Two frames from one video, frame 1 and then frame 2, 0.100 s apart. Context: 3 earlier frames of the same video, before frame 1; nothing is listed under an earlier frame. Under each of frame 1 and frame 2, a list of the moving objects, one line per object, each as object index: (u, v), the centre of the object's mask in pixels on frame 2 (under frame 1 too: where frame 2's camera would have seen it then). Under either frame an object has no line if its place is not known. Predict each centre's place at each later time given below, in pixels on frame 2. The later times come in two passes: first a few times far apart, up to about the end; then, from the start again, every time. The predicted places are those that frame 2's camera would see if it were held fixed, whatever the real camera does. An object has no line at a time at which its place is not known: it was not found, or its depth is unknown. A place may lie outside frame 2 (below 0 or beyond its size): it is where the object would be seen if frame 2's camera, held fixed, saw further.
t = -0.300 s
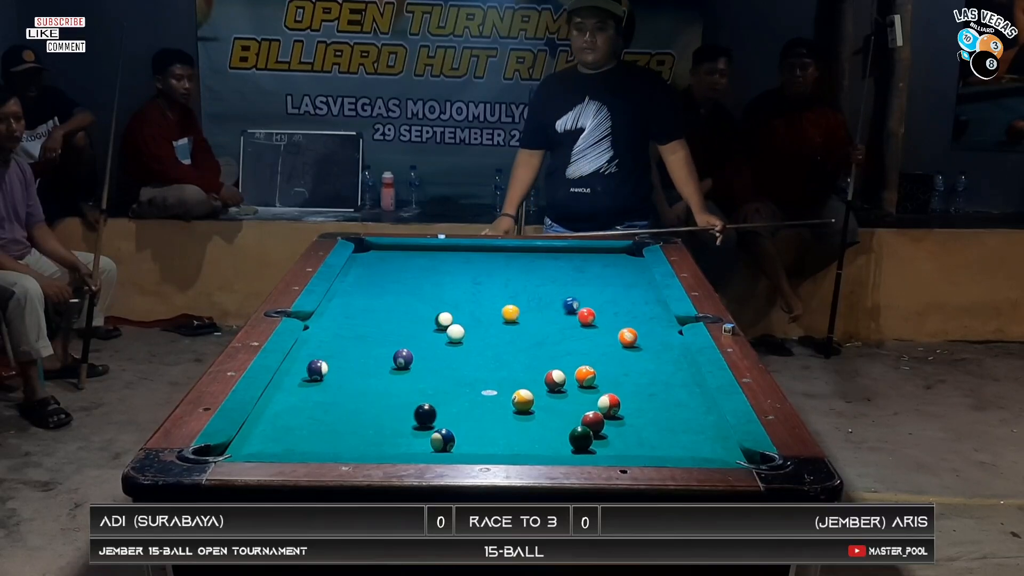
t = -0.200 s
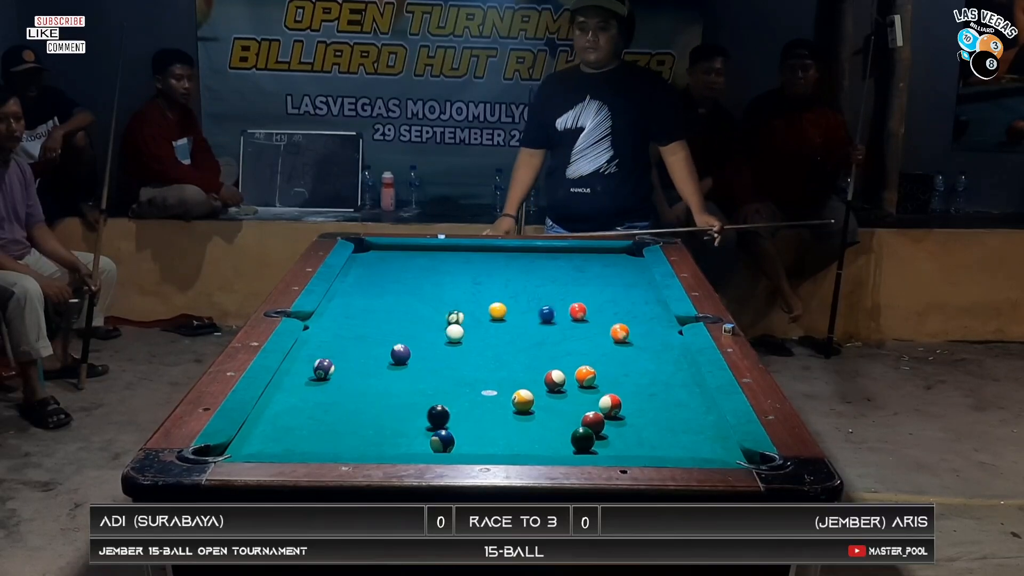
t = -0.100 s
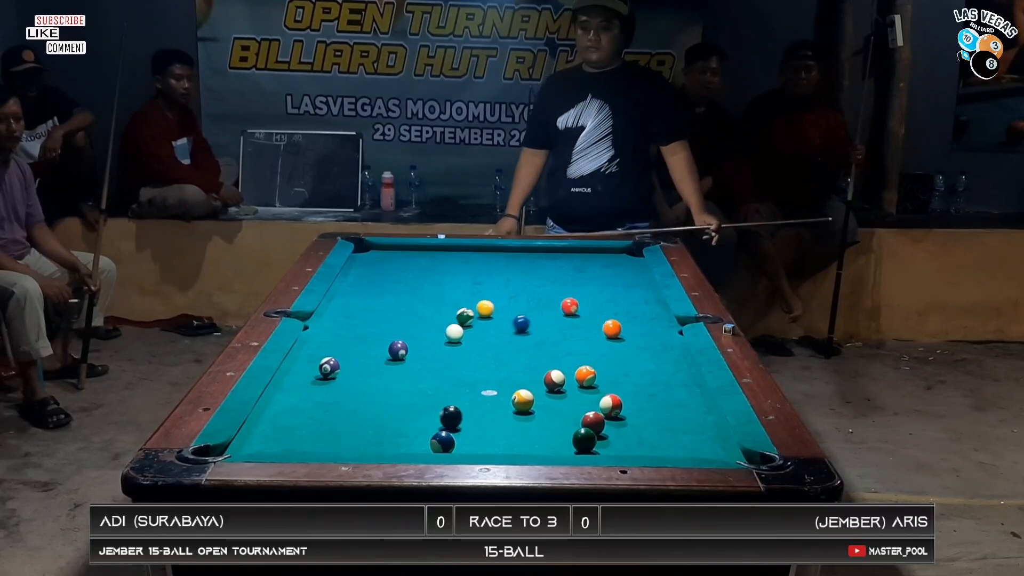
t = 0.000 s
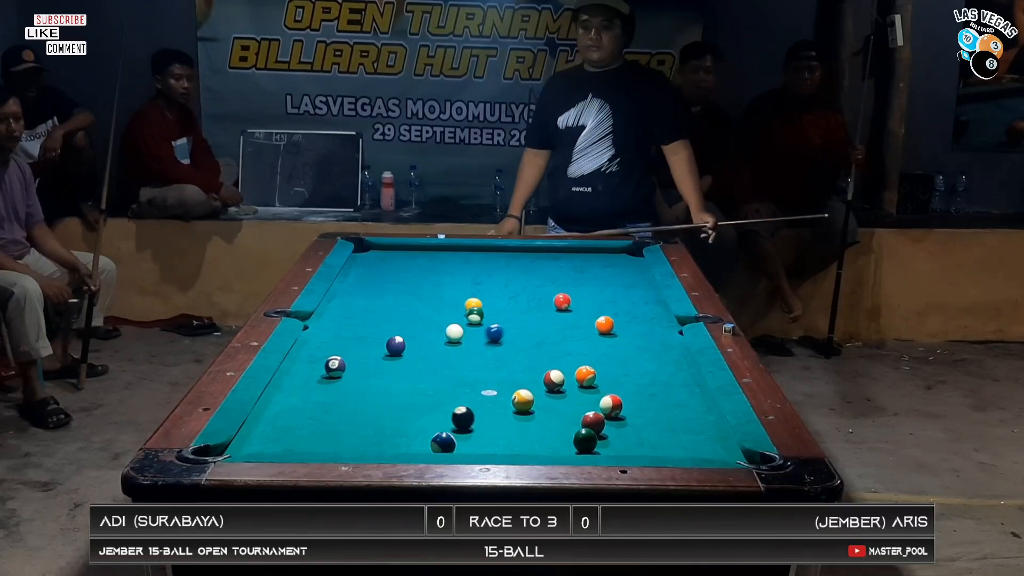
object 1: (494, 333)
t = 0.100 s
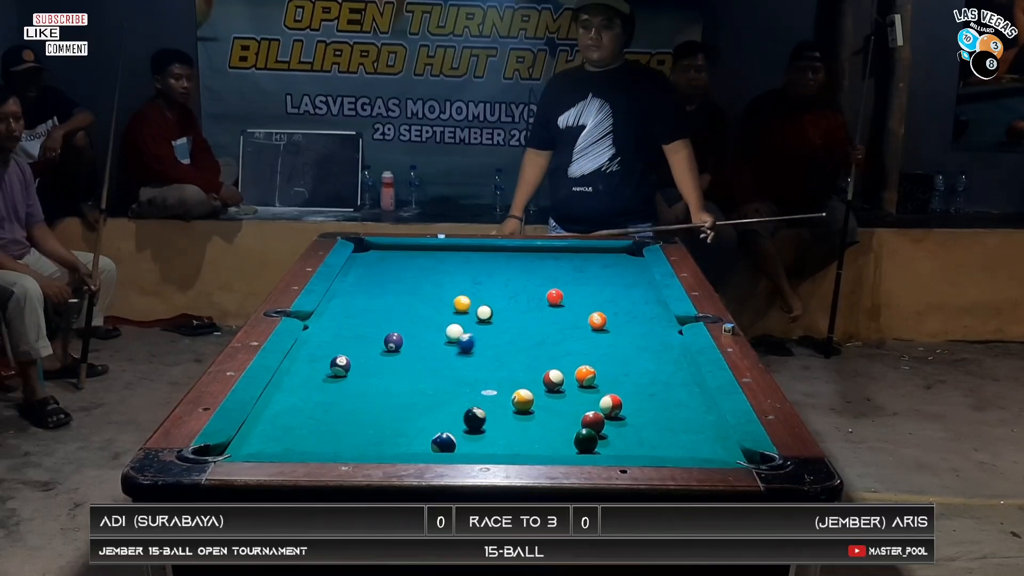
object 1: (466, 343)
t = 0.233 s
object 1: (426, 358)
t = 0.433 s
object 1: (359, 383)
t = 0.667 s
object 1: (272, 415)
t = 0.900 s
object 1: (279, 438)
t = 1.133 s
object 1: (311, 445)
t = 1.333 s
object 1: (342, 439)
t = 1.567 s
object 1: (376, 429)
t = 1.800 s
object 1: (406, 420)
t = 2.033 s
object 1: (432, 413)
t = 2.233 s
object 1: (452, 406)
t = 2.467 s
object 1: (472, 401)
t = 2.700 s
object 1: (490, 396)
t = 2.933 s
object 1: (503, 392)
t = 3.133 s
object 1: (513, 387)
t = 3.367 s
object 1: (524, 384)
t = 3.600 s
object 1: (532, 383)
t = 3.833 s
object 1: (536, 384)
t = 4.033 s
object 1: (536, 384)
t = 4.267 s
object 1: (536, 384)
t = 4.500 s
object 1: (536, 384)
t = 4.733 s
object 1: (536, 384)
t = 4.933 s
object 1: (536, 384)
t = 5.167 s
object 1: (536, 384)
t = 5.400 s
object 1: (536, 384)
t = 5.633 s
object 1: (536, 384)
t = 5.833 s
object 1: (536, 384)
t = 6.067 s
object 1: (536, 384)
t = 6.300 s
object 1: (536, 384)
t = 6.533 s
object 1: (536, 384)
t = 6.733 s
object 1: (536, 384)
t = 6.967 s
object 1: (536, 384)
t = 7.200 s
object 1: (536, 384)
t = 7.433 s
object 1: (536, 384)
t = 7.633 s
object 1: (536, 384)
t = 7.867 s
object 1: (536, 384)
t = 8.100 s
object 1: (536, 384)
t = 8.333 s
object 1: (536, 384)
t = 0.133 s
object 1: (455, 347)
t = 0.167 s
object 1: (446, 351)
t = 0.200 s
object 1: (436, 354)
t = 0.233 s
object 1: (426, 358)
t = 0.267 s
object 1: (415, 362)
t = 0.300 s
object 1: (404, 366)
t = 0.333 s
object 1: (393, 370)
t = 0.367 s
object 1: (382, 374)
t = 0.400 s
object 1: (371, 378)
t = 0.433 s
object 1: (359, 383)
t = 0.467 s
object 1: (347, 387)
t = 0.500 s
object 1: (335, 392)
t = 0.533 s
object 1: (323, 396)
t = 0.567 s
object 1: (311, 401)
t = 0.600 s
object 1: (297, 405)
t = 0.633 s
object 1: (284, 411)
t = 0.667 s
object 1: (272, 415)
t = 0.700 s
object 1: (258, 420)
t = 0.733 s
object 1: (260, 424)
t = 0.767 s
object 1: (264, 426)
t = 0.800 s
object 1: (267, 430)
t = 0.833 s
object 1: (271, 432)
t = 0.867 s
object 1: (275, 435)
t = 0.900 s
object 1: (279, 438)
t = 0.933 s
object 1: (283, 440)
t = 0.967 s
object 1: (287, 442)
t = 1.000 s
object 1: (291, 443)
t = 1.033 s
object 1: (296, 445)
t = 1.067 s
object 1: (299, 446)
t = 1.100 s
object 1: (305, 446)
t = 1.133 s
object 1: (311, 445)
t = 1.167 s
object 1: (316, 444)
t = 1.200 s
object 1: (322, 443)
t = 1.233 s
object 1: (327, 442)
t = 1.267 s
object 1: (332, 441)
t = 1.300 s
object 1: (337, 440)
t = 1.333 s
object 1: (342, 439)
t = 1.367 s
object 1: (348, 438)
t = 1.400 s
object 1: (353, 436)
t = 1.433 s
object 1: (357, 435)
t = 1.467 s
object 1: (362, 433)
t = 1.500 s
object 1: (367, 432)
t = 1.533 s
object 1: (372, 430)
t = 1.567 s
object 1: (376, 429)
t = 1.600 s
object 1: (381, 428)
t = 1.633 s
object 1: (385, 426)
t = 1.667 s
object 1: (390, 425)
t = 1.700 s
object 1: (394, 424)
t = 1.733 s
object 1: (398, 423)
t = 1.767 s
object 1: (402, 421)
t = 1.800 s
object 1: (406, 420)
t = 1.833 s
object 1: (410, 419)
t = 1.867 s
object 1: (414, 418)
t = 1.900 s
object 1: (418, 417)
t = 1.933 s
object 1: (421, 416)
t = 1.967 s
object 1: (425, 414)
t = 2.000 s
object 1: (429, 414)
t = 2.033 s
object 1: (432, 413)
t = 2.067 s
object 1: (436, 412)
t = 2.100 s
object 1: (439, 411)
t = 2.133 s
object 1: (442, 409)
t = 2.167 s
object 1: (446, 408)
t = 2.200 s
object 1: (449, 407)
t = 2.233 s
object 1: (452, 406)
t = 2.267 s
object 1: (455, 406)
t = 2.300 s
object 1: (458, 405)
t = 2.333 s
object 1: (460, 404)
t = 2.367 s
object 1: (464, 403)
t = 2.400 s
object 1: (466, 402)
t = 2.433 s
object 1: (469, 402)
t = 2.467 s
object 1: (472, 401)
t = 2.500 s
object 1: (475, 400)
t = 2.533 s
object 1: (477, 399)
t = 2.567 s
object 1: (480, 399)
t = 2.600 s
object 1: (482, 398)
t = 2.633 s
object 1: (485, 397)
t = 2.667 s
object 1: (487, 397)
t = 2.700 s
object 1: (490, 396)
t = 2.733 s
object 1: (492, 395)
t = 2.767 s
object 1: (494, 395)
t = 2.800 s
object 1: (496, 394)
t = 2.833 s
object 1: (498, 393)
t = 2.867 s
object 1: (500, 393)
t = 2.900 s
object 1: (502, 392)
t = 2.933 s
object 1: (503, 392)
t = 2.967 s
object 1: (505, 391)
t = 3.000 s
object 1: (506, 390)
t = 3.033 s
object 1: (508, 389)
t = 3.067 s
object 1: (509, 389)
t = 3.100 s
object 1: (511, 388)
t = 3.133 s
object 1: (513, 387)
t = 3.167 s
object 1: (514, 386)
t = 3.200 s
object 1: (516, 385)
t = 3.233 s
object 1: (518, 385)
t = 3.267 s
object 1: (520, 384)
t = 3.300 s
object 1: (521, 384)
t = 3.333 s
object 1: (523, 384)
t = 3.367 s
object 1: (524, 384)
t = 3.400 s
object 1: (526, 384)
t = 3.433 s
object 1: (527, 383)
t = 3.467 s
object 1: (528, 383)
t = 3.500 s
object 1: (529, 383)
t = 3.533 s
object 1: (530, 383)
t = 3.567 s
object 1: (531, 383)
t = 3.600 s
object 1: (532, 383)
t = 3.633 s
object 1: (532, 383)
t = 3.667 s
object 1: (533, 383)
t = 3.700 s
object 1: (534, 384)
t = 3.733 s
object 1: (534, 384)
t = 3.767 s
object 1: (535, 384)
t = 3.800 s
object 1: (535, 384)
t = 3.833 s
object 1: (536, 384)
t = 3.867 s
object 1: (536, 384)
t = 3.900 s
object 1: (536, 384)
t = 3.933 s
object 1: (536, 384)
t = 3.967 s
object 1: (536, 384)
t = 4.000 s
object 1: (536, 384)
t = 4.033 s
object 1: (536, 384)
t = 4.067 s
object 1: (536, 384)
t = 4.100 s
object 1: (536, 384)
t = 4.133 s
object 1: (536, 384)
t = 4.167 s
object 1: (536, 384)
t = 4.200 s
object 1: (536, 384)
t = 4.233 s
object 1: (536, 384)
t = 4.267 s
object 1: (536, 384)
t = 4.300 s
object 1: (536, 384)
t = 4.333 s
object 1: (536, 384)
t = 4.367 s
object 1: (536, 384)
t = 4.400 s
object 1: (536, 384)
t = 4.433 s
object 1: (536, 384)
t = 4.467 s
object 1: (536, 384)
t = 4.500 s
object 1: (536, 384)
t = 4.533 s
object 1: (536, 384)
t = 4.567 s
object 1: (536, 384)
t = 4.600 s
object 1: (536, 384)
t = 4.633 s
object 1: (536, 384)
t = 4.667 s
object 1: (536, 384)
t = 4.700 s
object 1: (536, 384)
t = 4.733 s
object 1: (536, 384)
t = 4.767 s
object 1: (536, 384)
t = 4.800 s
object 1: (536, 384)
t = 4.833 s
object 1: (536, 384)
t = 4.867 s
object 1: (536, 384)
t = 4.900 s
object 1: (536, 384)
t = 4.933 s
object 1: (536, 384)
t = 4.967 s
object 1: (536, 384)
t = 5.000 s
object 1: (536, 384)
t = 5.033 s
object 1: (536, 384)
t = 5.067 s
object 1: (536, 384)
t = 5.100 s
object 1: (536, 384)
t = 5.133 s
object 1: (536, 384)
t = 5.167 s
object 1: (536, 384)
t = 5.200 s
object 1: (536, 384)
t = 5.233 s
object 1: (536, 384)
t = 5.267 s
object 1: (536, 384)
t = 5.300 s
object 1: (536, 384)
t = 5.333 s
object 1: (536, 384)
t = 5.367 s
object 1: (536, 384)
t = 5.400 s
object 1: (536, 384)
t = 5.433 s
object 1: (536, 384)
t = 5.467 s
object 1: (536, 384)
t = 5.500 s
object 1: (536, 384)
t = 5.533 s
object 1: (536, 384)
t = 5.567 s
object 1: (536, 384)
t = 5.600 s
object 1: (536, 384)
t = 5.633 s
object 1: (536, 384)
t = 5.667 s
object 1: (536, 384)
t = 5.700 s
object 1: (536, 384)
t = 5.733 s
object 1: (536, 384)
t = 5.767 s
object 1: (536, 384)
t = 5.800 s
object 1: (536, 384)
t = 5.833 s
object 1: (536, 384)
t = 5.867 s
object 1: (536, 384)
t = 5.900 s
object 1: (536, 384)
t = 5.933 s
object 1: (536, 384)
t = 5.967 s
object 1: (536, 384)
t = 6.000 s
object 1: (536, 384)
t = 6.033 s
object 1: (536, 384)
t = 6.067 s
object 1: (536, 384)
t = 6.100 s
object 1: (536, 384)
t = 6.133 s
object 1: (536, 384)
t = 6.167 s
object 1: (536, 384)
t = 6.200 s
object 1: (536, 384)
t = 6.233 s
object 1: (536, 384)
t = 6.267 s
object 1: (536, 384)
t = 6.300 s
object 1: (536, 384)
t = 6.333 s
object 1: (536, 384)
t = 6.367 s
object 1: (536, 384)
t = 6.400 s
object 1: (536, 384)
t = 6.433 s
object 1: (536, 384)
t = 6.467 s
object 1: (536, 384)
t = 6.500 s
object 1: (536, 384)
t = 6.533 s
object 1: (536, 384)
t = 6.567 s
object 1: (536, 384)
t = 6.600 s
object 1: (536, 384)
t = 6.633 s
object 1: (536, 384)
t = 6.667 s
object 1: (536, 384)
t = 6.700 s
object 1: (536, 384)
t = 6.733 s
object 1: (536, 384)
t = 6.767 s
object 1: (536, 384)
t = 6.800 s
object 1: (536, 384)
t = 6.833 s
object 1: (536, 384)
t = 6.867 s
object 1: (536, 384)
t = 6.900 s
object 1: (536, 384)
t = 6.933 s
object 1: (536, 384)
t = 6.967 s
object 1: (536, 384)
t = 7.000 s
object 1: (536, 384)
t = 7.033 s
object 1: (536, 384)
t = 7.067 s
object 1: (536, 384)
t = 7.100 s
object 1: (536, 384)
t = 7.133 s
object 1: (536, 384)
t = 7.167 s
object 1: (536, 384)
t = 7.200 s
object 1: (536, 384)
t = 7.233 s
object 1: (536, 384)
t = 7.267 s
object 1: (536, 384)
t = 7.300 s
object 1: (536, 384)
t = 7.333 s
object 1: (536, 384)
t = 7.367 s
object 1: (536, 384)
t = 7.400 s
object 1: (536, 384)
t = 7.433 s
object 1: (536, 384)
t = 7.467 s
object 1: (536, 384)
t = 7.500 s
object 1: (536, 384)
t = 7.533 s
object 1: (536, 384)
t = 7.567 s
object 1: (536, 384)
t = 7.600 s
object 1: (536, 384)
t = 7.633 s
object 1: (536, 384)
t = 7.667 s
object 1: (536, 384)
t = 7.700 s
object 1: (536, 384)
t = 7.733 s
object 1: (536, 384)
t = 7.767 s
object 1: (536, 384)
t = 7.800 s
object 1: (536, 384)
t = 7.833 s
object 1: (536, 384)
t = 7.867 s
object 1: (536, 384)
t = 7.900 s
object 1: (536, 384)
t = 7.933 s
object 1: (536, 384)
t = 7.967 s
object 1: (536, 384)
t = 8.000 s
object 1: (536, 384)
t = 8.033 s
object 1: (536, 384)
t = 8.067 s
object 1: (536, 384)
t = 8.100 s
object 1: (536, 384)
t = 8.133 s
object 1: (536, 384)
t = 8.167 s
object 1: (536, 384)
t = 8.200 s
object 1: (536, 384)
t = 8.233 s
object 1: (536, 384)
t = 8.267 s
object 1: (536, 384)
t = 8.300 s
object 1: (536, 384)
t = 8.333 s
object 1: (536, 384)
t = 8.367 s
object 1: (536, 384)
